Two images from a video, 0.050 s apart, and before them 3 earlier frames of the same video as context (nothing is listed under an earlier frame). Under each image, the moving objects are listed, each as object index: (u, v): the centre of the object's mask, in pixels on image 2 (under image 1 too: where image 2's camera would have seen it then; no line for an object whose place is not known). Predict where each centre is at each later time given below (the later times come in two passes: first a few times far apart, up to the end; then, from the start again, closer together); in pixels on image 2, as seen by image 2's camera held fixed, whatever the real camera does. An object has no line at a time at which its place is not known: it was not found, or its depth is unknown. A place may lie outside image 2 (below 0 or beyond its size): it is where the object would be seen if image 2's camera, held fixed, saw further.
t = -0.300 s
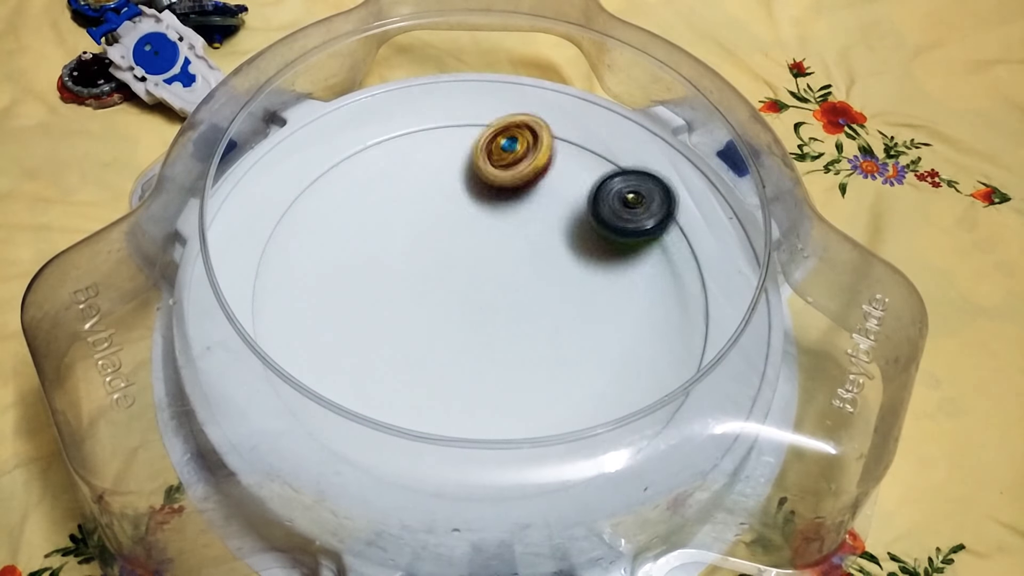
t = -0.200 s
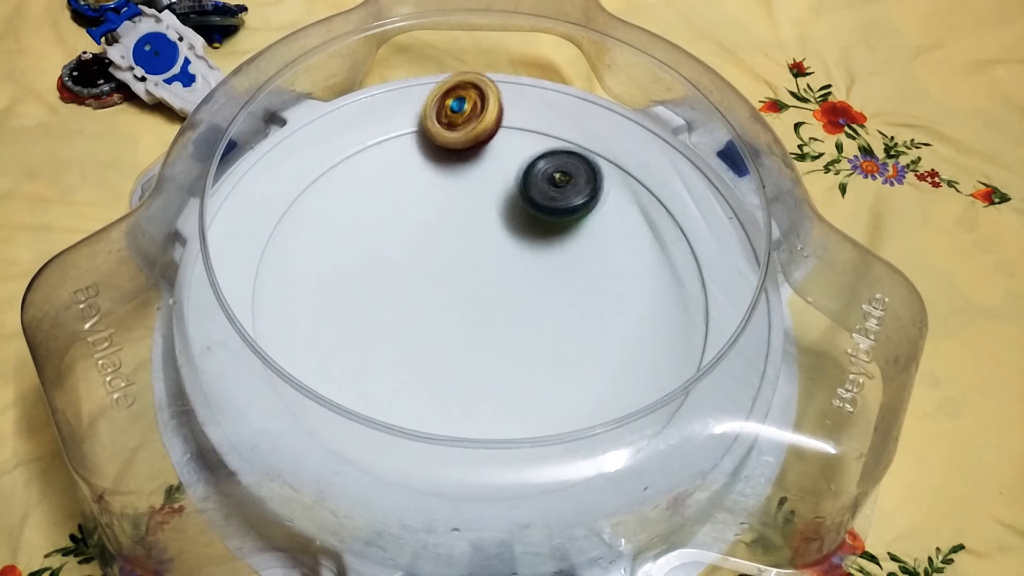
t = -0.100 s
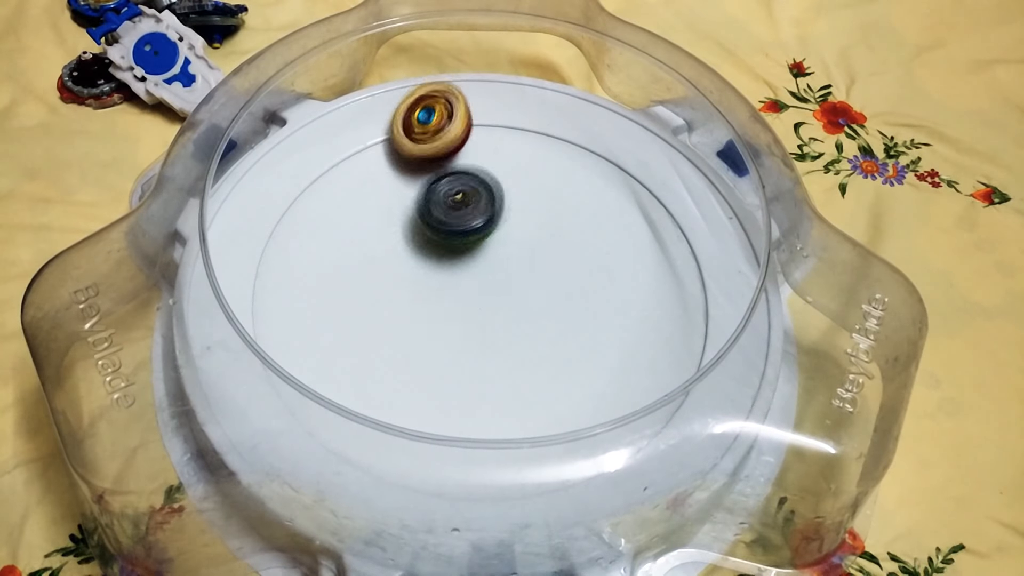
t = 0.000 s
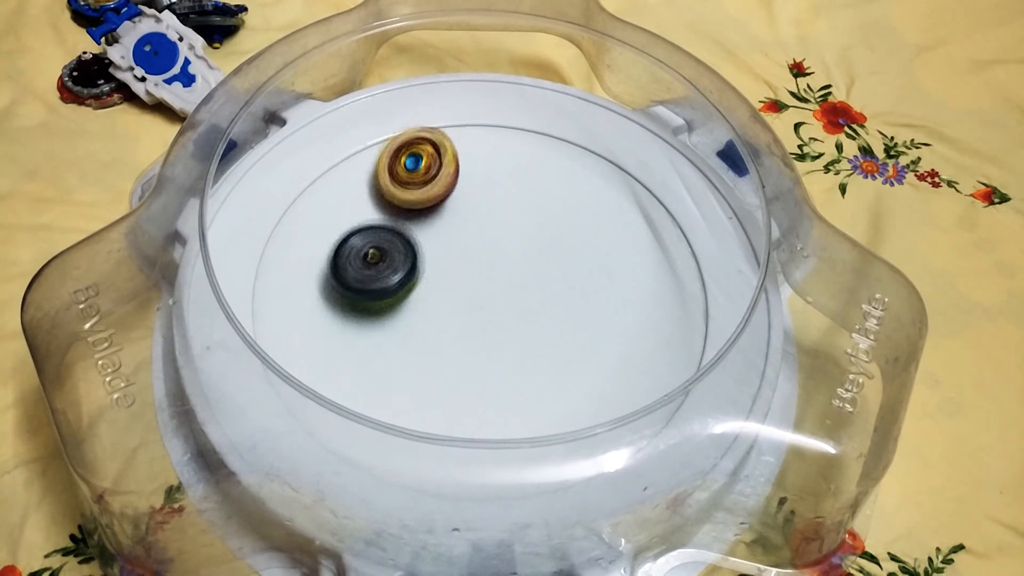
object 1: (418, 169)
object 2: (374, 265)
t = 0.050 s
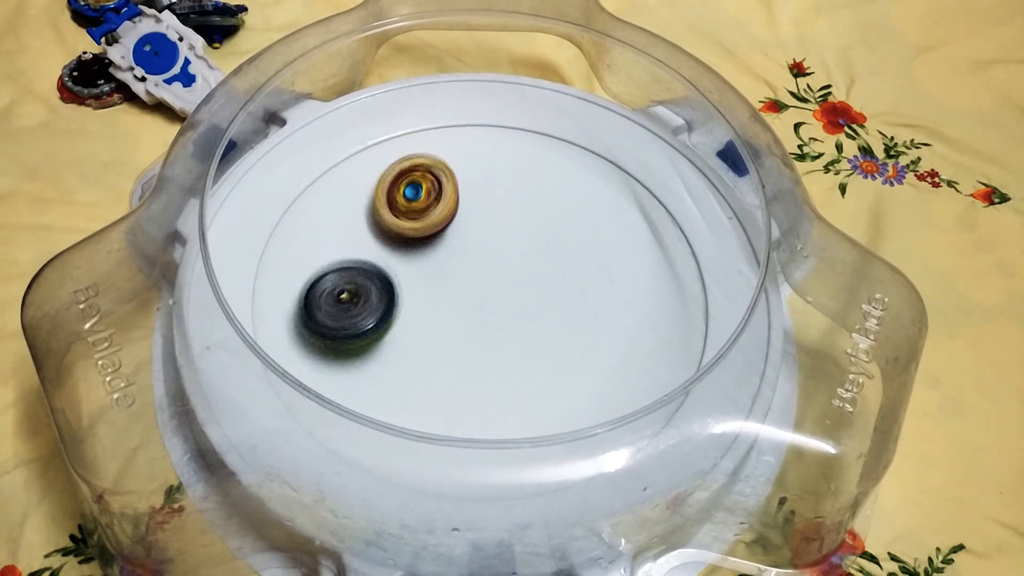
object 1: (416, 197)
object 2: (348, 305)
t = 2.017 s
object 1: (546, 253)
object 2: (359, 153)
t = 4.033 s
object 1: (602, 220)
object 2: (403, 359)
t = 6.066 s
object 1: (593, 228)
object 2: (376, 336)
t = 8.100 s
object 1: (420, 198)
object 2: (423, 309)
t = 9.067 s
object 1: (617, 294)
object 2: (478, 347)
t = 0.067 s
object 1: (415, 209)
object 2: (343, 319)
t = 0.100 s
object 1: (417, 229)
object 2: (337, 351)
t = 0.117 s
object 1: (418, 240)
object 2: (340, 359)
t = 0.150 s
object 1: (421, 260)
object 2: (348, 397)
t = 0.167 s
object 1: (423, 270)
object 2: (355, 413)
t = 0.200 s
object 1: (427, 287)
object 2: (378, 442)
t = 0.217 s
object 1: (428, 296)
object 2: (397, 454)
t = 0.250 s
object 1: (431, 311)
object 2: (434, 465)
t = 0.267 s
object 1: (433, 318)
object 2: (457, 464)
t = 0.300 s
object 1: (433, 330)
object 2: (498, 461)
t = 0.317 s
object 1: (435, 335)
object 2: (519, 460)
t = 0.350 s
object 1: (433, 343)
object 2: (558, 455)
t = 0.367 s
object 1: (433, 345)
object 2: (579, 450)
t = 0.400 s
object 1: (431, 350)
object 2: (614, 439)
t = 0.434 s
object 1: (428, 351)
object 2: (640, 418)
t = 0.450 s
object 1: (426, 349)
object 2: (649, 406)
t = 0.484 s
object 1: (421, 346)
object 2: (660, 380)
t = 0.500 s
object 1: (416, 343)
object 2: (657, 361)
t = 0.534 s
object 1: (409, 338)
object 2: (664, 340)
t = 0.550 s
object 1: (404, 333)
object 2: (663, 325)
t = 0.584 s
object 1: (395, 327)
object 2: (653, 297)
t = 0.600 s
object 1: (390, 321)
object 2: (645, 282)
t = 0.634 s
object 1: (381, 314)
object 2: (623, 258)
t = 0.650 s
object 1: (377, 308)
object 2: (610, 248)
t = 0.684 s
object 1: (369, 300)
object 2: (584, 227)
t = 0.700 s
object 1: (366, 295)
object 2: (569, 219)
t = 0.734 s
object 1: (361, 287)
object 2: (539, 205)
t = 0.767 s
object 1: (359, 281)
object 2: (508, 194)
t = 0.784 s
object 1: (359, 277)
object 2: (492, 191)
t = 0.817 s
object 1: (360, 273)
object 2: (460, 187)
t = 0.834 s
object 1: (362, 271)
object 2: (442, 187)
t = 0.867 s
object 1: (366, 268)
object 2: (409, 188)
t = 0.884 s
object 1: (368, 268)
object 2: (392, 191)
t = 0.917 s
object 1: (371, 280)
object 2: (368, 184)
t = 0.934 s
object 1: (371, 285)
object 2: (355, 182)
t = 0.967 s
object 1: (375, 297)
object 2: (333, 182)
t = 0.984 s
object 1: (376, 301)
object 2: (321, 184)
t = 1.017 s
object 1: (381, 312)
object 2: (301, 191)
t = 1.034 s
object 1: (382, 317)
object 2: (290, 197)
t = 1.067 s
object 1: (388, 326)
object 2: (271, 210)
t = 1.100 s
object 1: (393, 335)
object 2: (269, 235)
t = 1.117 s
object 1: (395, 338)
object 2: (269, 248)
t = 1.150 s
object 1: (402, 345)
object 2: (270, 275)
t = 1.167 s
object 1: (404, 347)
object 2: (272, 288)
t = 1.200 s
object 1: (412, 353)
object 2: (282, 314)
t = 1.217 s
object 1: (415, 356)
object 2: (290, 326)
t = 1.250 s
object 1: (423, 362)
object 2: (312, 352)
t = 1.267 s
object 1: (428, 363)
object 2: (325, 362)
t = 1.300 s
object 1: (468, 367)
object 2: (316, 376)
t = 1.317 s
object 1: (485, 366)
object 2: (315, 390)
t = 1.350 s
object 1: (521, 365)
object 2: (324, 404)
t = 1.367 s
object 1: (536, 363)
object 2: (333, 410)
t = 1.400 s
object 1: (564, 360)
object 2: (357, 417)
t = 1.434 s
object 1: (588, 355)
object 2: (386, 416)
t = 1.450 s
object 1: (597, 354)
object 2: (408, 400)
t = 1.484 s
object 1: (614, 348)
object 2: (432, 394)
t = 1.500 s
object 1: (621, 346)
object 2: (445, 387)
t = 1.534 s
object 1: (632, 341)
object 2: (467, 365)
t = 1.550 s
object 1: (637, 337)
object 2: (477, 352)
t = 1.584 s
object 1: (643, 332)
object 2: (494, 323)
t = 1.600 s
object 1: (646, 328)
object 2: (500, 308)
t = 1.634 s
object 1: (649, 323)
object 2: (505, 282)
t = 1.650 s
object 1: (649, 320)
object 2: (506, 267)
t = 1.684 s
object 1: (648, 315)
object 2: (505, 242)
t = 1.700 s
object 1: (648, 311)
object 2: (502, 231)
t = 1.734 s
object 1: (642, 307)
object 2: (497, 207)
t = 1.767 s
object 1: (637, 300)
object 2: (487, 186)
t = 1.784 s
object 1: (634, 297)
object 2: (480, 177)
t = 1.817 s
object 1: (623, 291)
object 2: (465, 160)
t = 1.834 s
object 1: (618, 290)
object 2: (456, 150)
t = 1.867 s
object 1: (607, 282)
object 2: (436, 136)
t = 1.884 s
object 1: (599, 280)
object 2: (426, 130)
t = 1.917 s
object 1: (587, 274)
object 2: (405, 122)
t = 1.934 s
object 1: (581, 271)
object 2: (393, 118)
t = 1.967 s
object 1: (565, 265)
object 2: (379, 129)
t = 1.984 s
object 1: (559, 261)
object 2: (371, 138)
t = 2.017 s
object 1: (546, 253)
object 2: (359, 153)
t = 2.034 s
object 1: (538, 248)
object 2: (353, 163)
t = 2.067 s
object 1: (525, 240)
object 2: (343, 180)
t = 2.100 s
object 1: (514, 231)
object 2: (334, 198)
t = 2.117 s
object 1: (509, 226)
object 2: (331, 206)
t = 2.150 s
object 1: (499, 216)
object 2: (330, 227)
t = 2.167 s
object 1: (494, 213)
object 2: (332, 238)
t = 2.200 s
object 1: (488, 202)
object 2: (346, 258)
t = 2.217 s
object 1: (485, 196)
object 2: (355, 268)
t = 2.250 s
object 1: (480, 188)
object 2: (380, 285)
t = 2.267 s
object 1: (478, 183)
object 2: (393, 290)
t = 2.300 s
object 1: (474, 175)
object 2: (424, 299)
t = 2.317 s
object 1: (473, 171)
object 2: (438, 301)
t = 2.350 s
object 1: (469, 164)
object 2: (467, 302)
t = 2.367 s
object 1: (468, 162)
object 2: (482, 300)
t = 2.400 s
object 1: (465, 158)
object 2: (512, 293)
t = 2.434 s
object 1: (460, 155)
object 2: (536, 280)
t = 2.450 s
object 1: (456, 155)
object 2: (547, 274)
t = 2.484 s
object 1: (451, 156)
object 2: (565, 260)
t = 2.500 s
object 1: (448, 155)
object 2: (574, 251)
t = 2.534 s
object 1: (440, 158)
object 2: (586, 232)
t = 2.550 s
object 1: (438, 159)
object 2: (590, 221)
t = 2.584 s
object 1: (431, 163)
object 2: (596, 202)
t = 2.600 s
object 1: (428, 166)
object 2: (600, 193)
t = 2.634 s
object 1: (422, 171)
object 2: (599, 171)
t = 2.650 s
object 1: (417, 175)
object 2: (597, 162)
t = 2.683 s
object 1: (412, 183)
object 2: (591, 143)
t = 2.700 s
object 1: (409, 185)
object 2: (588, 135)
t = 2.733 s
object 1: (404, 195)
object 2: (571, 124)
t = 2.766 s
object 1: (399, 207)
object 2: (547, 123)
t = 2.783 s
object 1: (399, 212)
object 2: (535, 125)
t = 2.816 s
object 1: (396, 223)
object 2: (512, 125)
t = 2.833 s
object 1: (396, 230)
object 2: (500, 126)
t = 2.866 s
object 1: (395, 241)
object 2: (477, 134)
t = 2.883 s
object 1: (394, 247)
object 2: (465, 138)
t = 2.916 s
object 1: (395, 259)
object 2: (443, 156)
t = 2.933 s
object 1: (395, 263)
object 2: (436, 165)
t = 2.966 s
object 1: (396, 272)
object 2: (423, 188)
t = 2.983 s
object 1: (397, 279)
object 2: (418, 200)
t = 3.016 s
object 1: (394, 308)
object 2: (416, 211)
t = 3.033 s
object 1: (392, 322)
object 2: (417, 216)
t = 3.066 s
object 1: (391, 347)
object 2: (425, 229)
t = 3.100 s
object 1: (388, 370)
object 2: (435, 245)
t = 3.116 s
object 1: (387, 378)
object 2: (442, 254)
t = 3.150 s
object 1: (388, 390)
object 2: (461, 270)
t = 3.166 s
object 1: (387, 407)
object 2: (471, 278)
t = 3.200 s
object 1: (388, 424)
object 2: (491, 290)
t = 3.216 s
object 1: (389, 434)
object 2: (503, 296)
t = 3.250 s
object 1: (392, 446)
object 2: (530, 304)
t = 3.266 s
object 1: (394, 450)
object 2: (541, 306)
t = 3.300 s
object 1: (400, 452)
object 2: (565, 309)
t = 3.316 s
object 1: (405, 452)
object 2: (578, 308)
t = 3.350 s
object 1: (415, 446)
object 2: (599, 303)
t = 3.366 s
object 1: (419, 443)
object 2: (607, 300)
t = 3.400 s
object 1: (433, 433)
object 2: (627, 290)
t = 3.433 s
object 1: (445, 408)
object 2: (641, 275)
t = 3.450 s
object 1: (453, 406)
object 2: (644, 269)
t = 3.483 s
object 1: (466, 399)
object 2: (652, 252)
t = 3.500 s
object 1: (473, 395)
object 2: (652, 245)
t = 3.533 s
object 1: (486, 381)
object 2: (647, 227)
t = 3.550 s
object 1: (494, 374)
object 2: (644, 220)
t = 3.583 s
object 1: (508, 359)
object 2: (630, 206)
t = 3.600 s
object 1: (515, 352)
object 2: (619, 200)
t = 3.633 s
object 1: (529, 337)
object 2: (598, 193)
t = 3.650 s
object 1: (537, 328)
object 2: (589, 190)
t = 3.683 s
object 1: (551, 314)
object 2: (560, 188)
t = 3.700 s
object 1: (558, 305)
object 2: (549, 188)
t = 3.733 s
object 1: (570, 291)
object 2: (521, 195)
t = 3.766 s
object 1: (580, 278)
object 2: (493, 205)
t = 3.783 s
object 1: (584, 271)
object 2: (481, 213)
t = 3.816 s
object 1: (592, 259)
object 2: (460, 227)
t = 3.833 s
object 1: (596, 253)
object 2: (448, 238)
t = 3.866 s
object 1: (600, 244)
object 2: (432, 255)
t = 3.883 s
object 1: (602, 239)
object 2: (426, 262)
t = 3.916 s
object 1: (606, 230)
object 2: (413, 283)
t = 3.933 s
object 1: (607, 228)
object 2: (409, 292)
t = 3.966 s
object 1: (607, 223)
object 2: (403, 315)
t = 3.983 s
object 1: (607, 222)
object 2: (400, 326)
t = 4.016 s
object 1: (604, 221)
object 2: (399, 348)
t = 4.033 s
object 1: (602, 220)
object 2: (403, 359)
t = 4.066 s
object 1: (598, 219)
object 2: (410, 379)
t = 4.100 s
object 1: (595, 219)
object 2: (424, 395)
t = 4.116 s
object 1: (593, 220)
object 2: (435, 400)
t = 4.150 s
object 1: (587, 222)
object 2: (455, 410)
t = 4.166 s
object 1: (584, 222)
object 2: (466, 430)
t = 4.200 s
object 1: (576, 225)
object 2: (493, 440)
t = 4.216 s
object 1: (573, 225)
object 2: (503, 448)
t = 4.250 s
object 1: (567, 225)
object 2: (534, 448)
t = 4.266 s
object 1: (562, 227)
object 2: (549, 429)
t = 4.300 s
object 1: (553, 228)
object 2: (566, 413)
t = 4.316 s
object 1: (548, 229)
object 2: (578, 408)
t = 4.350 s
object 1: (539, 228)
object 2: (597, 397)
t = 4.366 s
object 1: (535, 226)
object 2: (602, 391)
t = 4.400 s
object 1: (526, 224)
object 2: (619, 373)
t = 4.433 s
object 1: (515, 223)
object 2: (619, 354)
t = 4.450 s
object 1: (511, 221)
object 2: (618, 343)
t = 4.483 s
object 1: (502, 216)
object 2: (611, 318)
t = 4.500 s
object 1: (498, 214)
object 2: (605, 307)
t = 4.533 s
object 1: (489, 211)
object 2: (592, 286)
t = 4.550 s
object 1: (484, 210)
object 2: (584, 276)
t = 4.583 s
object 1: (474, 208)
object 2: (565, 260)
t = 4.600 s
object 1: (470, 207)
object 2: (555, 252)
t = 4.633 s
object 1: (457, 203)
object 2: (539, 239)
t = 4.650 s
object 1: (447, 201)
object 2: (533, 236)
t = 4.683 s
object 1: (427, 198)
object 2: (520, 229)
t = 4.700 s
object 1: (412, 194)
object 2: (521, 229)
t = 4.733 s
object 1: (386, 185)
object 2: (520, 229)
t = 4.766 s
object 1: (365, 180)
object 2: (515, 228)
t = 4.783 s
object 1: (357, 178)
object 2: (510, 226)
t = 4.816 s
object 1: (342, 176)
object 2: (497, 228)
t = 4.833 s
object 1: (336, 175)
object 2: (490, 228)
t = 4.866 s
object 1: (326, 175)
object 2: (473, 229)
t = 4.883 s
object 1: (321, 176)
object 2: (465, 232)
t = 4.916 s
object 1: (315, 181)
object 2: (448, 238)
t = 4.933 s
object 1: (315, 186)
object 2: (440, 243)
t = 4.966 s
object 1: (316, 194)
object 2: (428, 252)
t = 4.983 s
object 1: (318, 199)
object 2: (422, 258)
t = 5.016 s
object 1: (320, 212)
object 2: (416, 271)
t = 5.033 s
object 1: (321, 217)
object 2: (412, 281)
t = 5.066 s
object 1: (326, 229)
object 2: (414, 295)
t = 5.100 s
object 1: (333, 243)
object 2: (415, 313)
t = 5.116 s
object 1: (336, 250)
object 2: (419, 321)
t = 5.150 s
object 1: (343, 264)
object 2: (428, 338)
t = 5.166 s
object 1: (347, 271)
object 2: (436, 343)
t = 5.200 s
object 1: (357, 285)
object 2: (454, 351)
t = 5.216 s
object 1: (363, 294)
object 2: (463, 356)
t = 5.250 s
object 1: (373, 307)
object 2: (487, 359)
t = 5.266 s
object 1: (378, 314)
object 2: (498, 358)
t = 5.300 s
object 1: (392, 331)
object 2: (523, 355)
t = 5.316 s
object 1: (398, 338)
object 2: (534, 351)
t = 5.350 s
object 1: (413, 348)
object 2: (556, 341)
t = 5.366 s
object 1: (420, 352)
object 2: (563, 332)
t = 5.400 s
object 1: (439, 364)
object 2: (574, 316)
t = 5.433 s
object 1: (455, 371)
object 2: (577, 299)
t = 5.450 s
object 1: (464, 374)
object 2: (577, 289)
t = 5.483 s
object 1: (483, 379)
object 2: (574, 271)
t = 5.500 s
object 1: (493, 381)
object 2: (571, 261)
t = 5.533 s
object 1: (509, 382)
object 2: (561, 246)
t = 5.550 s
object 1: (520, 381)
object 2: (556, 237)
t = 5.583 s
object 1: (539, 380)
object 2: (540, 224)
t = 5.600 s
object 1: (546, 378)
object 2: (535, 217)
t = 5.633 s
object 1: (562, 372)
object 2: (515, 208)
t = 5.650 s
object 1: (571, 370)
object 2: (508, 204)
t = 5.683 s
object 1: (584, 363)
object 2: (485, 198)
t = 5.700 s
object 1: (590, 357)
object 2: (476, 198)
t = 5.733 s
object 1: (603, 345)
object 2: (452, 196)
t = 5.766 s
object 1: (609, 337)
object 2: (432, 198)
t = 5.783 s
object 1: (612, 331)
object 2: (420, 201)
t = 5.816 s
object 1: (619, 318)
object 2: (402, 209)
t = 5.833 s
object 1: (620, 312)
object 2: (392, 217)
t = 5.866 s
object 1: (622, 298)
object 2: (378, 227)
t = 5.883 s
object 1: (624, 291)
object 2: (370, 234)
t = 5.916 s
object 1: (620, 280)
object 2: (362, 249)
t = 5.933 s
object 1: (619, 272)
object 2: (357, 260)
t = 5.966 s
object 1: (617, 261)
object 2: (355, 279)
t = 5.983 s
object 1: (613, 255)
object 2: (355, 288)
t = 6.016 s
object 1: (607, 242)
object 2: (360, 307)
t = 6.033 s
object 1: (603, 238)
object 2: (364, 317)
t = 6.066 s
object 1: (593, 228)
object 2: (376, 336)
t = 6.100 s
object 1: (585, 218)
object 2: (394, 351)
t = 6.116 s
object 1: (578, 215)
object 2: (404, 358)
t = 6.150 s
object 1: (565, 207)
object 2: (428, 365)
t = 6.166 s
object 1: (560, 203)
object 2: (441, 369)
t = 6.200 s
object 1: (545, 198)
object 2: (467, 370)
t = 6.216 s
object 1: (538, 196)
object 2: (480, 370)
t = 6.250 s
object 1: (524, 192)
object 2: (506, 365)
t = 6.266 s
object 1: (517, 190)
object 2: (519, 362)
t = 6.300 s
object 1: (500, 188)
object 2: (541, 354)
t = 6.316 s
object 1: (494, 187)
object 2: (554, 348)
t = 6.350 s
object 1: (477, 187)
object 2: (568, 333)
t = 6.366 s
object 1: (469, 187)
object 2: (577, 325)
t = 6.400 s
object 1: (454, 189)
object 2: (583, 307)
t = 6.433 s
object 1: (438, 193)
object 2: (589, 287)
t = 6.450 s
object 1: (432, 195)
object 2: (589, 280)
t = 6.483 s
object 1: (418, 200)
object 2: (588, 261)
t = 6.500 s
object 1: (411, 203)
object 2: (586, 253)
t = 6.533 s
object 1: (399, 210)
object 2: (579, 233)
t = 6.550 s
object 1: (393, 214)
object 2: (575, 227)
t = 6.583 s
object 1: (382, 224)
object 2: (563, 209)
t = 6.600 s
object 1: (378, 228)
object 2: (557, 204)
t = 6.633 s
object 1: (371, 239)
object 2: (539, 190)
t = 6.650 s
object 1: (367, 245)
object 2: (532, 186)
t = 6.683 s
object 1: (362, 256)
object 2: (510, 178)
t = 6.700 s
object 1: (361, 263)
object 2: (502, 176)
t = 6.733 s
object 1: (358, 275)
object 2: (479, 173)
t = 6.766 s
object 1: (359, 289)
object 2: (460, 175)
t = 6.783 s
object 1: (361, 296)
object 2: (448, 174)
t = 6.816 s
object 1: (364, 308)
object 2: (429, 181)
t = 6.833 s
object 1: (368, 315)
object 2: (418, 184)
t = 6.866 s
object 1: (374, 326)
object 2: (401, 197)
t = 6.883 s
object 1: (380, 332)
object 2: (392, 201)
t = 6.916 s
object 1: (389, 344)
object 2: (379, 216)
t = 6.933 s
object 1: (395, 348)
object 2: (373, 225)
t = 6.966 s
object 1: (409, 360)
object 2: (365, 244)
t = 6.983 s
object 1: (415, 364)
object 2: (363, 252)
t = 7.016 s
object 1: (429, 370)
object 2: (361, 270)
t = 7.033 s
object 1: (438, 374)
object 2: (363, 282)
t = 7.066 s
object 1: (452, 375)
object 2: (367, 300)
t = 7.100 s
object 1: (469, 379)
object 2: (377, 321)
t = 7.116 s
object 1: (476, 378)
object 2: (382, 329)
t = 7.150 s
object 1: (498, 379)
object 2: (392, 343)
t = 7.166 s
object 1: (509, 379)
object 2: (395, 347)
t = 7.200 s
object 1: (528, 376)
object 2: (409, 354)
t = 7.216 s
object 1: (538, 374)
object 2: (416, 360)
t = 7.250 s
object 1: (551, 367)
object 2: (437, 364)
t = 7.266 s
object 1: (559, 364)
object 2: (449, 366)
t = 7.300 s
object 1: (576, 355)
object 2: (464, 361)
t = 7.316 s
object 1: (587, 349)
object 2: (470, 359)
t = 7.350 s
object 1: (602, 339)
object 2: (480, 352)
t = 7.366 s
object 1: (609, 332)
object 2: (485, 346)
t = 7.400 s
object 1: (621, 318)
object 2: (495, 332)
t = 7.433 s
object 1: (628, 303)
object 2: (497, 320)
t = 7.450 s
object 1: (633, 295)
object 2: (499, 312)
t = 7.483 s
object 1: (637, 283)
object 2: (498, 297)
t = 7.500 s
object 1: (639, 275)
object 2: (495, 292)
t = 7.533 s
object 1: (641, 263)
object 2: (489, 277)
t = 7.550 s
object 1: (640, 257)
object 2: (484, 270)
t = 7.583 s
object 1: (640, 244)
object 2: (476, 259)
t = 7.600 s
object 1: (638, 239)
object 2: (469, 253)
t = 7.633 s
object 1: (634, 227)
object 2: (458, 241)
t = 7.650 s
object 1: (630, 222)
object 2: (454, 236)
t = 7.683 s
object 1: (622, 212)
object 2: (438, 227)
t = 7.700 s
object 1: (618, 207)
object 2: (433, 223)
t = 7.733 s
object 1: (606, 199)
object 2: (420, 218)
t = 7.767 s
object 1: (594, 193)
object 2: (403, 215)
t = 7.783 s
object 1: (587, 190)
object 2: (398, 216)
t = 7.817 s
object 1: (574, 185)
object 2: (384, 222)
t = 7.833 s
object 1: (566, 184)
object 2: (377, 223)
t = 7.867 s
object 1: (550, 181)
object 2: (367, 229)
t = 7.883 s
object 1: (542, 180)
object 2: (362, 235)
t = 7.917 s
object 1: (526, 179)
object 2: (357, 249)
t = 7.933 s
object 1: (516, 180)
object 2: (357, 256)
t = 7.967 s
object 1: (497, 181)
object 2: (361, 270)
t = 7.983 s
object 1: (489, 181)
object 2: (366, 278)
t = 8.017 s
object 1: (467, 185)
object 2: (377, 289)
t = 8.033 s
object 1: (459, 186)
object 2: (387, 294)
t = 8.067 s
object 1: (439, 192)
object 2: (404, 304)
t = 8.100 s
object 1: (420, 198)
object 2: (423, 309)
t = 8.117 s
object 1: (412, 202)
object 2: (436, 309)
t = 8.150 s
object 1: (395, 208)
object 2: (456, 308)
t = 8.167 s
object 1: (387, 213)
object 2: (465, 308)
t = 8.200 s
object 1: (372, 221)
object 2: (485, 302)
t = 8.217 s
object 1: (365, 227)
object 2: (495, 298)
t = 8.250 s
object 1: (352, 237)
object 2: (512, 291)
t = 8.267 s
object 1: (347, 242)
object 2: (520, 286)
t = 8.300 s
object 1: (336, 252)
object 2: (532, 275)
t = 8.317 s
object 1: (333, 259)
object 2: (540, 268)
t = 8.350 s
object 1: (327, 268)
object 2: (549, 257)
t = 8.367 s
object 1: (325, 274)
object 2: (552, 250)
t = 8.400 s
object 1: (323, 285)
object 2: (558, 235)
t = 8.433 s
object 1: (325, 297)
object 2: (561, 221)
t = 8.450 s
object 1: (325, 302)
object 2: (560, 214)
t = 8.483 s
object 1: (332, 315)
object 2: (556, 202)
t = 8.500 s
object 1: (335, 319)
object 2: (553, 196)
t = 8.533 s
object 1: (346, 332)
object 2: (543, 184)
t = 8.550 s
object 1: (350, 336)
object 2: (537, 180)
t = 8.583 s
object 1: (366, 347)
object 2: (523, 174)
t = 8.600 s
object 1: (373, 349)
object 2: (513, 172)
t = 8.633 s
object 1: (393, 359)
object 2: (498, 171)
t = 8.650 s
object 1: (401, 361)
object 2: (488, 174)
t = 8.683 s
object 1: (424, 367)
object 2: (472, 180)
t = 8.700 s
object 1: (433, 368)
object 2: (463, 185)
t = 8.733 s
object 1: (458, 371)
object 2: (450, 196)
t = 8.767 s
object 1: (481, 371)
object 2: (439, 212)
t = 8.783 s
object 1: (492, 372)
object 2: (436, 219)
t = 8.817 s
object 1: (516, 368)
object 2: (429, 233)
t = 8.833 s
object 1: (524, 366)
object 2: (429, 241)
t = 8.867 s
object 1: (546, 360)
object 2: (428, 258)
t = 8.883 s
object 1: (553, 356)
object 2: (429, 266)
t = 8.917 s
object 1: (570, 348)
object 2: (434, 282)
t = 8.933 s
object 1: (577, 342)
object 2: (435, 290)
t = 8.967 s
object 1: (591, 331)
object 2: (441, 307)
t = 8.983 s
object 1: (597, 323)
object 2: (447, 315)
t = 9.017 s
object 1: (606, 313)
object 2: (456, 329)
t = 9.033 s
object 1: (612, 306)
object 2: (464, 334)
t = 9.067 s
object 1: (617, 294)
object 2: (478, 347)
